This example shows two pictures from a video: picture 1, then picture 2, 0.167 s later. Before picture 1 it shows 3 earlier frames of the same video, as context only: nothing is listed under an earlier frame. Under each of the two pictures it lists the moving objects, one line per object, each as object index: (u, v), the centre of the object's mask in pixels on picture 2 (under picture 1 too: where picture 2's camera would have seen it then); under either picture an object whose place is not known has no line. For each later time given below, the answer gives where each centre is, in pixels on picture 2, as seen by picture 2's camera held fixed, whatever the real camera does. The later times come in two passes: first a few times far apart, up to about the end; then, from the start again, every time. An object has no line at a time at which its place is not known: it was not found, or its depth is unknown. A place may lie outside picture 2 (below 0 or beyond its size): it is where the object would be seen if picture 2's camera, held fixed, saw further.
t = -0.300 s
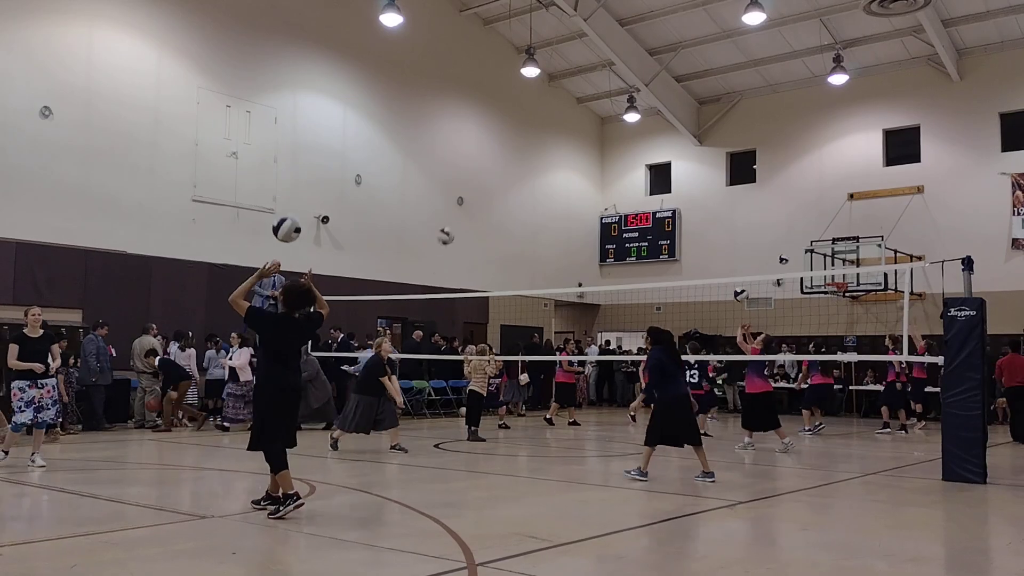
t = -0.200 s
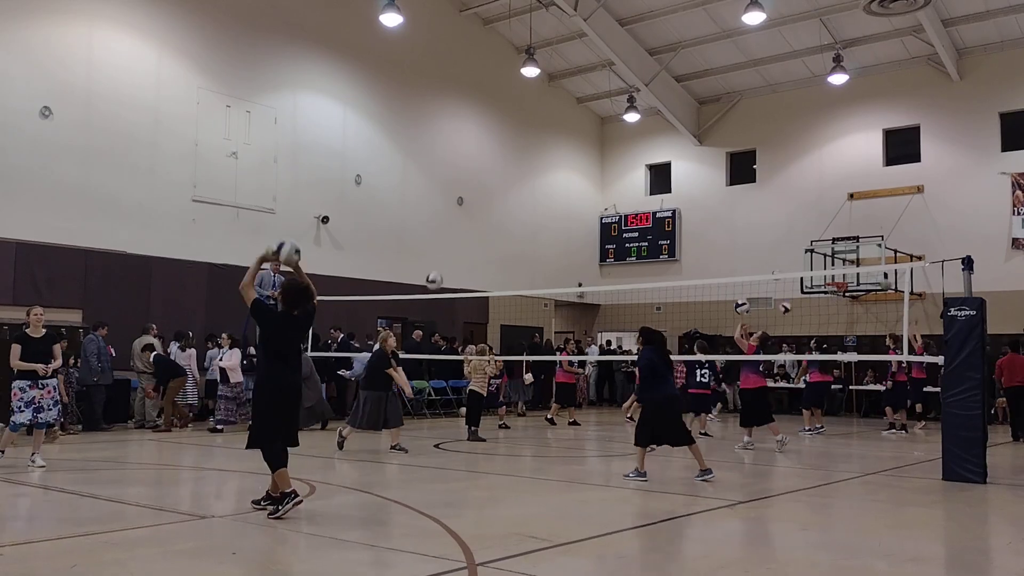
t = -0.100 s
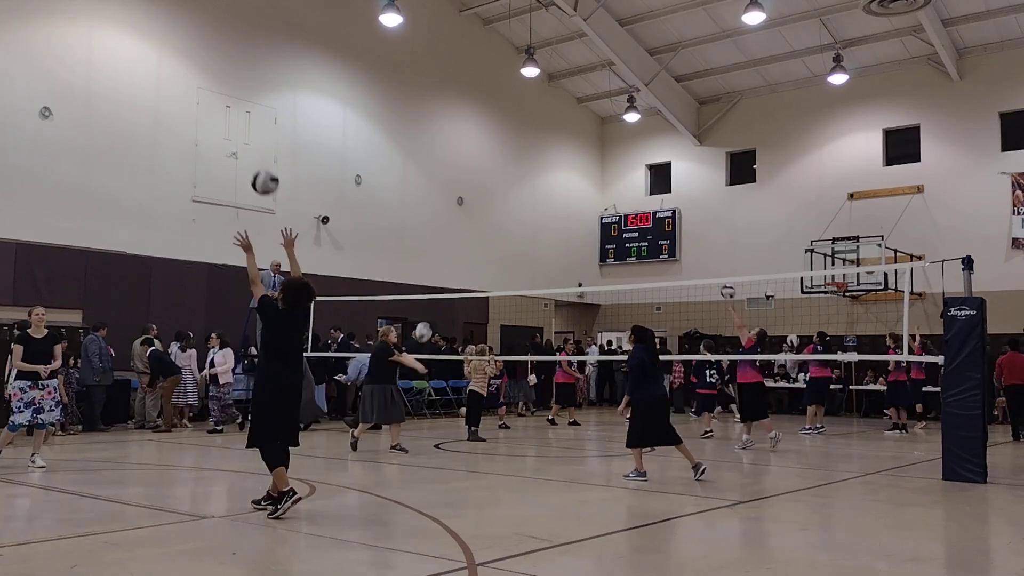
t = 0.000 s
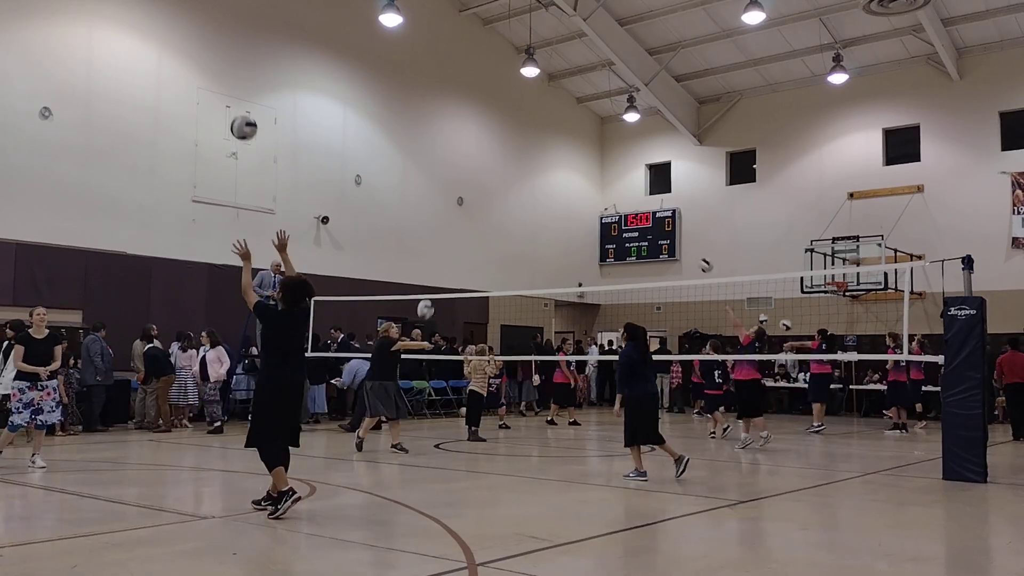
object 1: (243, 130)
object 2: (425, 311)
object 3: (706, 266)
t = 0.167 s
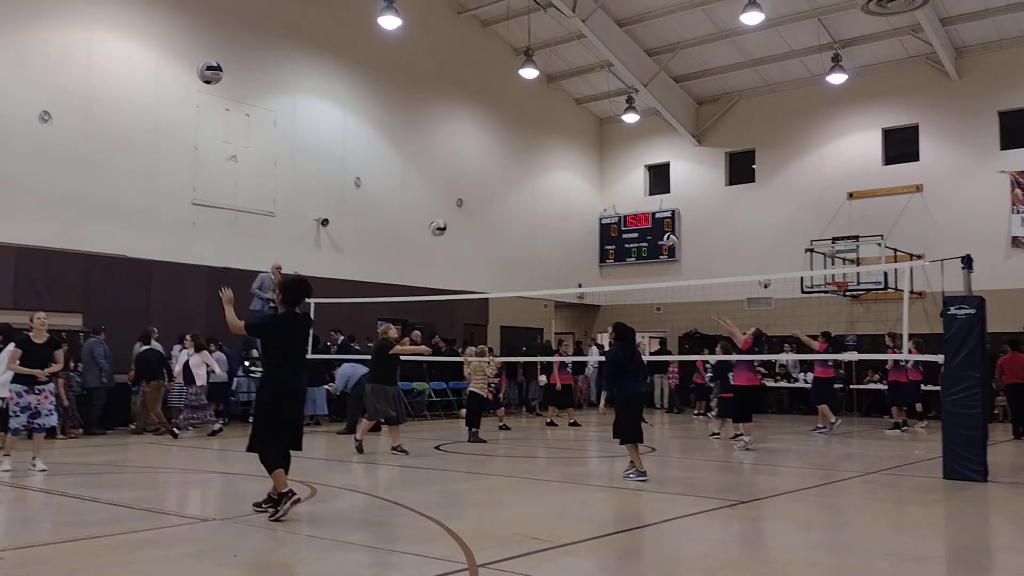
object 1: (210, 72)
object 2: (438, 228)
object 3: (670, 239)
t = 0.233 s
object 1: (198, 59)
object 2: (443, 200)
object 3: (658, 235)
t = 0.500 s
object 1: (151, 57)
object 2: (464, 124)
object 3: (611, 243)
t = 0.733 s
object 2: (485, 100)
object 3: (578, 282)
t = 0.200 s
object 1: (204, 65)
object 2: (440, 213)
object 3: (664, 237)
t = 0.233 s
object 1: (198, 59)
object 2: (443, 200)
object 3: (658, 235)
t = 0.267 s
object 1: (192, 55)
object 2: (445, 188)
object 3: (651, 233)
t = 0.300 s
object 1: (185, 51)
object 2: (448, 177)
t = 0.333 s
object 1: (179, 49)
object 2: (450, 165)
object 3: (639, 233)
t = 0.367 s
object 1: (173, 48)
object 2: (452, 155)
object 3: (632, 234)
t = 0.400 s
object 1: (167, 49)
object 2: (455, 147)
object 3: (626, 235)
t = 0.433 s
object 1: (161, 50)
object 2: (457, 138)
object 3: (621, 237)
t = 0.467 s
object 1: (156, 53)
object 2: (461, 130)
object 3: (616, 240)
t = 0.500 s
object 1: (151, 57)
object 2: (464, 124)
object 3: (611, 243)
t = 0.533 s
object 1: (146, 61)
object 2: (467, 117)
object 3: (606, 247)
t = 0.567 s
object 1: (141, 67)
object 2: (470, 112)
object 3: (601, 251)
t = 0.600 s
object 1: (136, 74)
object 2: (474, 107)
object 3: (596, 256)
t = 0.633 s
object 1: (131, 81)
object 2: (477, 104)
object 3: (592, 262)
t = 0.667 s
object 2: (480, 101)
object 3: (587, 268)
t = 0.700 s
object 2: (482, 101)
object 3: (582, 275)
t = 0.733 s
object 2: (485, 100)
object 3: (578, 282)
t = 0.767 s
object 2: (488, 100)
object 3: (573, 286)
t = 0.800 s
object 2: (491, 101)
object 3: (568, 300)
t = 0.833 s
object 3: (563, 308)
